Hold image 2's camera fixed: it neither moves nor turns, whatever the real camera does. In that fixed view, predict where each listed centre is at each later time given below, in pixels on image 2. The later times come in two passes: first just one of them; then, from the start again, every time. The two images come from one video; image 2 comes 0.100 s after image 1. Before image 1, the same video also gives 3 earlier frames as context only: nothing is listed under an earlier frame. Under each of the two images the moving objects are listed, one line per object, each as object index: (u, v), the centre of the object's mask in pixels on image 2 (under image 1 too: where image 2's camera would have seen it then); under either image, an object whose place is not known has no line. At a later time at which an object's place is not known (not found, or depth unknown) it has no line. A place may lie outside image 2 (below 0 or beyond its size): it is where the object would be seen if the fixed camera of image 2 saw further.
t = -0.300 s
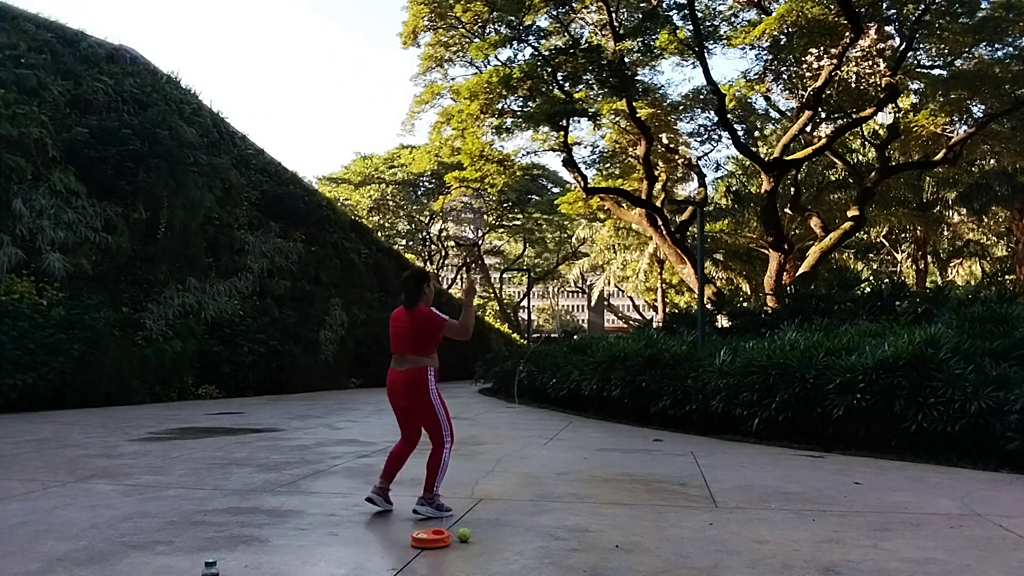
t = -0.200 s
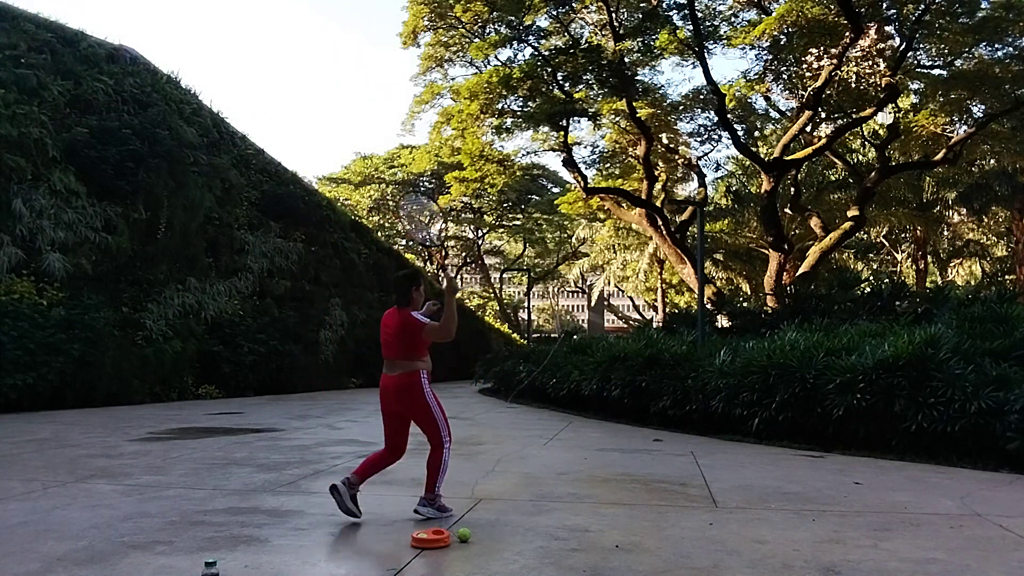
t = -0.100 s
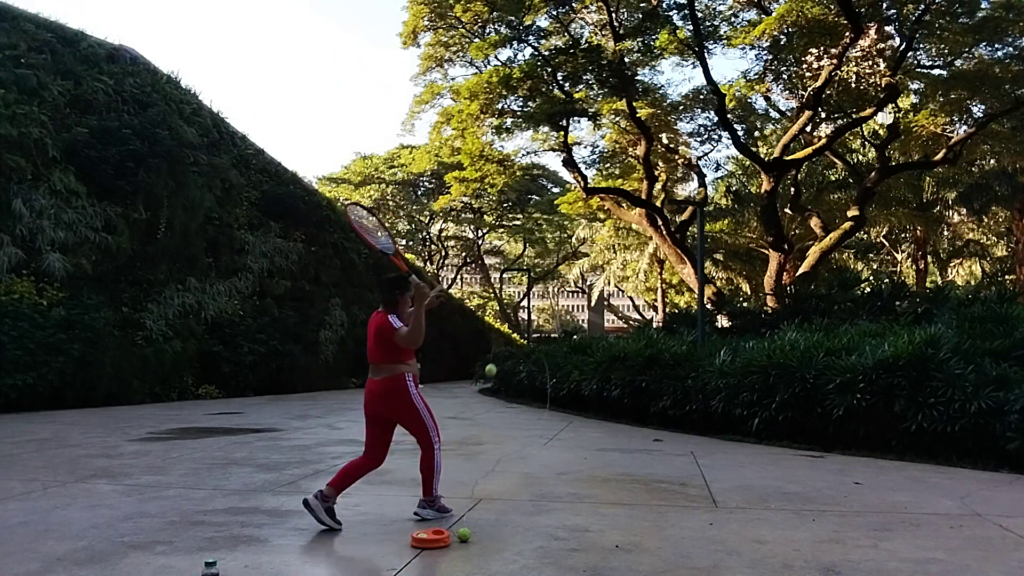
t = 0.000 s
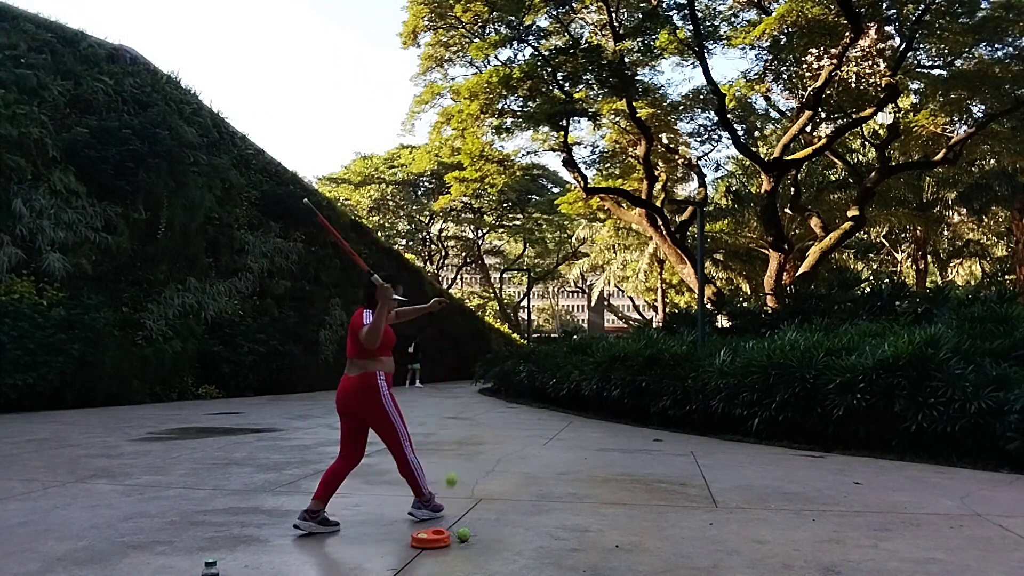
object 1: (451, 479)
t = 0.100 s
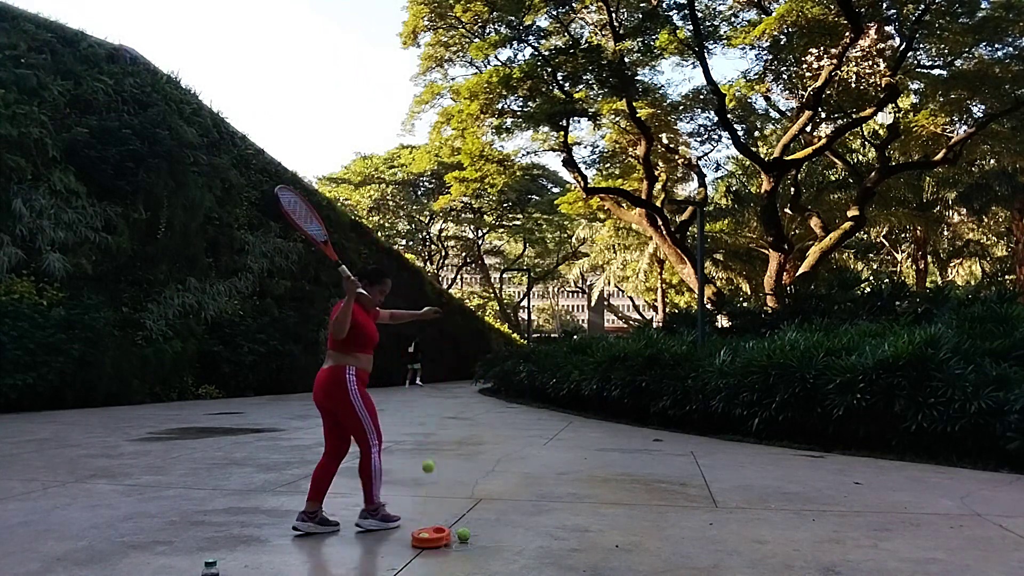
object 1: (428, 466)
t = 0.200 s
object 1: (415, 399)
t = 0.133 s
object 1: (423, 440)
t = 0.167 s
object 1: (419, 419)
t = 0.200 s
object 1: (415, 399)
